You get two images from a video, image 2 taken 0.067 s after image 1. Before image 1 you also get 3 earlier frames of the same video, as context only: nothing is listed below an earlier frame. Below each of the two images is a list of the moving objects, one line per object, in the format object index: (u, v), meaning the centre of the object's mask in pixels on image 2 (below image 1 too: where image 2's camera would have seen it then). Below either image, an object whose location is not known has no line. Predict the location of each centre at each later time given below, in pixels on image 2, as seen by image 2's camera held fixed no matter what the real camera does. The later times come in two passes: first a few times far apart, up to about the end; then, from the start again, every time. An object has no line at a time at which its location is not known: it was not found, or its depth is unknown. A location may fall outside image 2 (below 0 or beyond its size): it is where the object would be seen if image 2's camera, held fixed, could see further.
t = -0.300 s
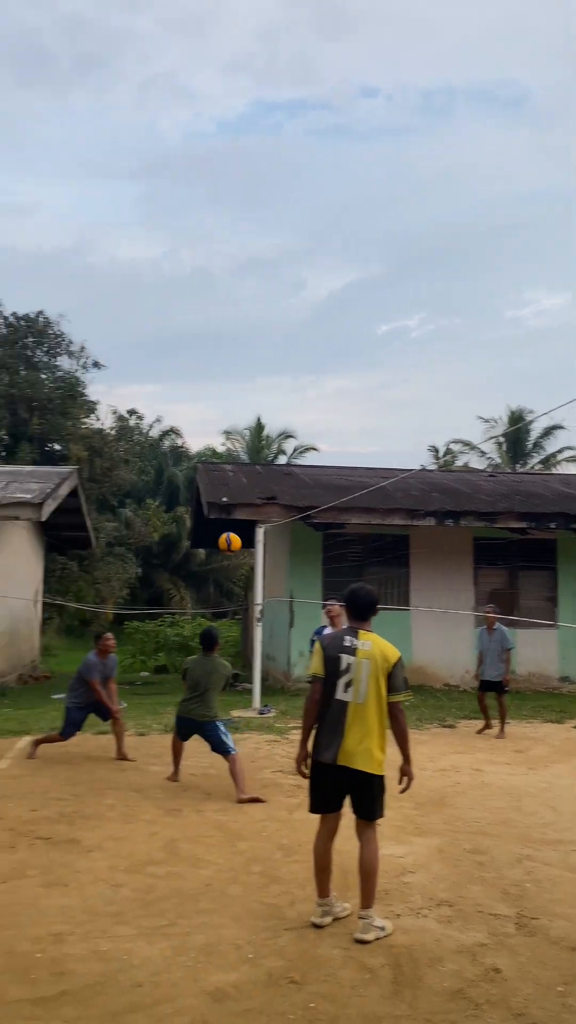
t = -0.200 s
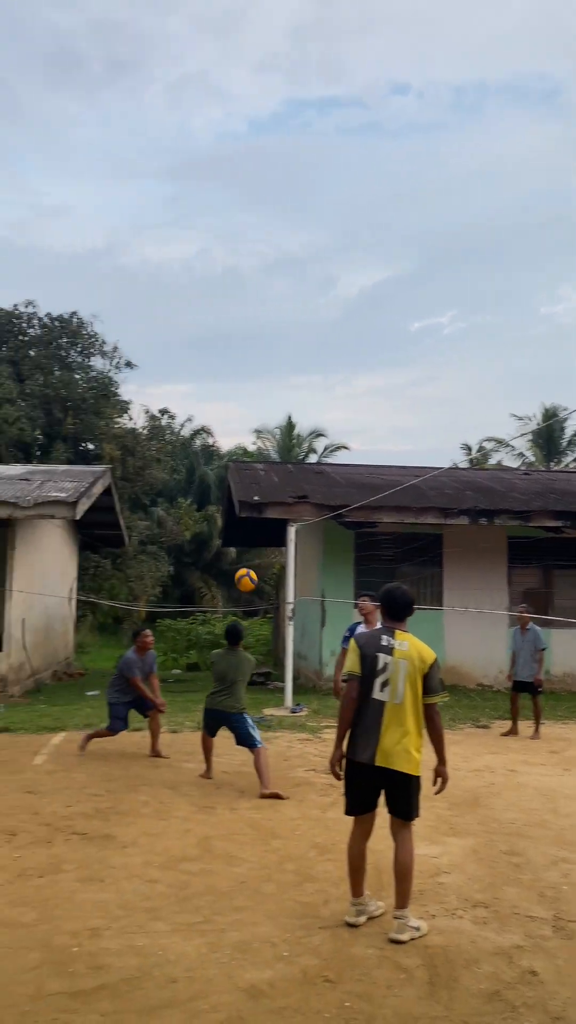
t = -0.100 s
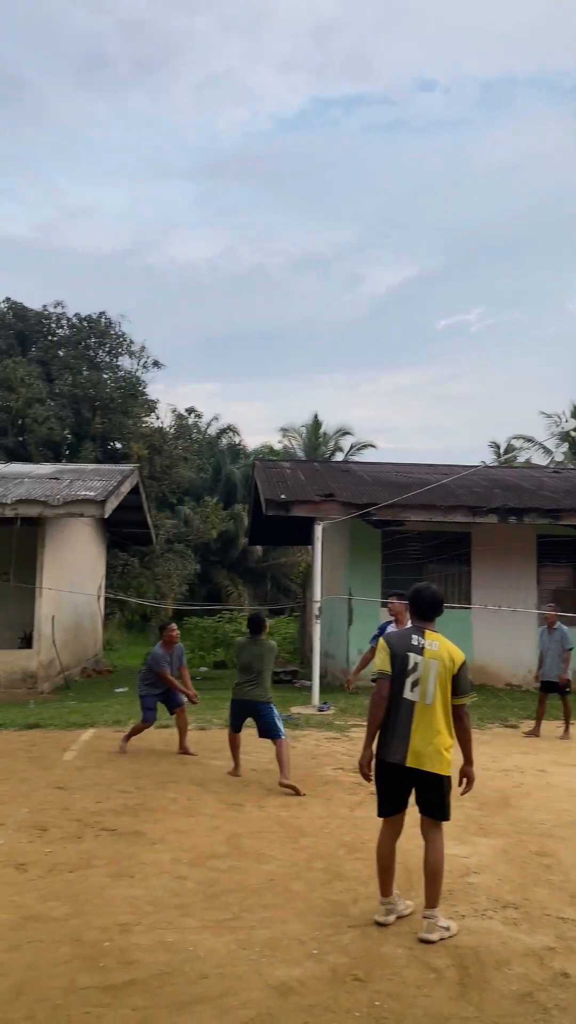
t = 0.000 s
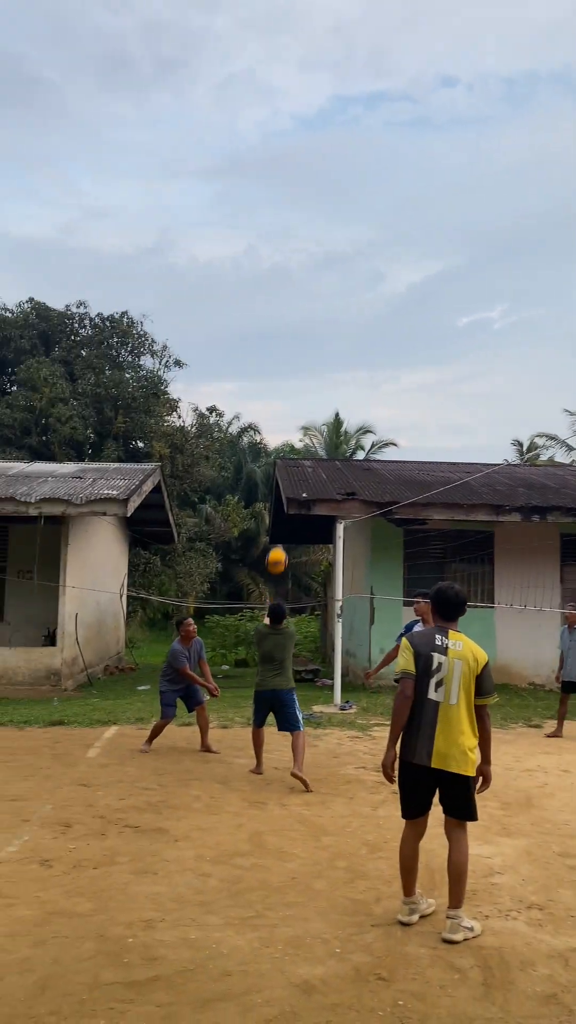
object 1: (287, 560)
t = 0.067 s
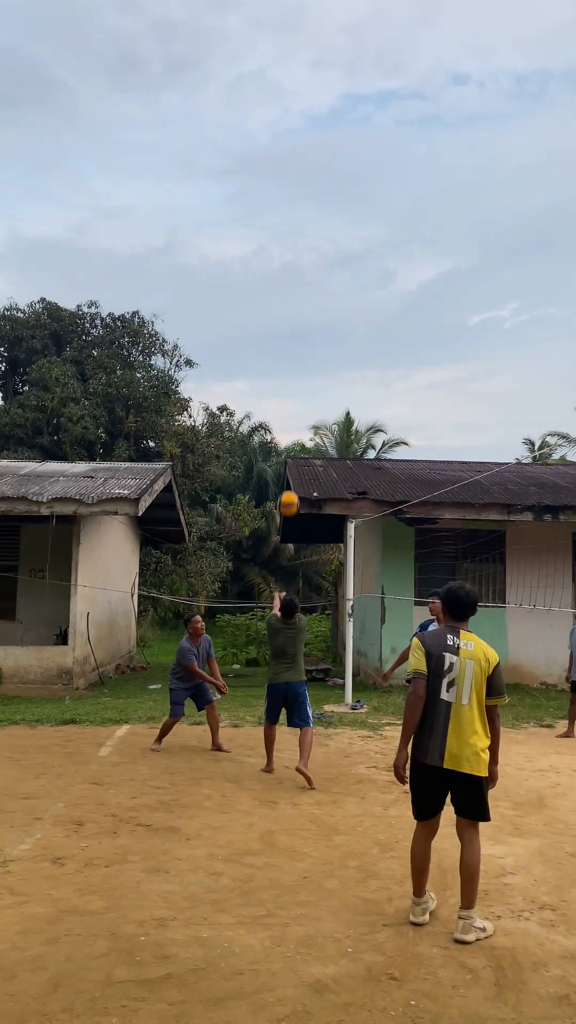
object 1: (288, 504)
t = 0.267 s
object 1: (293, 369)
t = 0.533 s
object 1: (301, 259)
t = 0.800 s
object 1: (307, 221)
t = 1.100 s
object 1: (311, 259)
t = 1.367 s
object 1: (313, 361)
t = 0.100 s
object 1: (289, 477)
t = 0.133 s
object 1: (290, 453)
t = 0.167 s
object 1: (291, 430)
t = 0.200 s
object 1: (291, 408)
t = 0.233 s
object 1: (292, 387)
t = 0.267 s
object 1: (293, 369)
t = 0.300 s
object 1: (294, 351)
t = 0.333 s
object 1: (295, 334)
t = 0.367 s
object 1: (296, 318)
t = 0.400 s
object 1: (297, 304)
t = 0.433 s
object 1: (298, 291)
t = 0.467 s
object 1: (299, 279)
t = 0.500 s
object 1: (300, 268)
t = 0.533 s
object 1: (301, 259)
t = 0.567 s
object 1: (301, 250)
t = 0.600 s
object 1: (302, 243)
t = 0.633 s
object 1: (303, 237)
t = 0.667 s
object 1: (304, 231)
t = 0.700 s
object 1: (305, 227)
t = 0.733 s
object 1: (306, 224)
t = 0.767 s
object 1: (307, 222)
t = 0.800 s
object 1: (307, 221)
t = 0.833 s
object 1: (308, 222)
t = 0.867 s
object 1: (308, 223)
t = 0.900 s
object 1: (309, 225)
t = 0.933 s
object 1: (309, 228)
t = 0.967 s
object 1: (310, 232)
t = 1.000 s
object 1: (310, 237)
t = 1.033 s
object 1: (311, 243)
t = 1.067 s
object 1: (311, 251)
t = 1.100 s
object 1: (311, 259)
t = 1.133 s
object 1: (311, 268)
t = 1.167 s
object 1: (312, 278)
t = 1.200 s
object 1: (312, 290)
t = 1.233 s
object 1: (312, 302)
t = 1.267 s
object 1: (312, 315)
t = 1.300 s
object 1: (312, 330)
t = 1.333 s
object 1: (313, 345)
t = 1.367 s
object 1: (313, 361)
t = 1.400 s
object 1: (313, 379)
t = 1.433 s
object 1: (314, 396)
